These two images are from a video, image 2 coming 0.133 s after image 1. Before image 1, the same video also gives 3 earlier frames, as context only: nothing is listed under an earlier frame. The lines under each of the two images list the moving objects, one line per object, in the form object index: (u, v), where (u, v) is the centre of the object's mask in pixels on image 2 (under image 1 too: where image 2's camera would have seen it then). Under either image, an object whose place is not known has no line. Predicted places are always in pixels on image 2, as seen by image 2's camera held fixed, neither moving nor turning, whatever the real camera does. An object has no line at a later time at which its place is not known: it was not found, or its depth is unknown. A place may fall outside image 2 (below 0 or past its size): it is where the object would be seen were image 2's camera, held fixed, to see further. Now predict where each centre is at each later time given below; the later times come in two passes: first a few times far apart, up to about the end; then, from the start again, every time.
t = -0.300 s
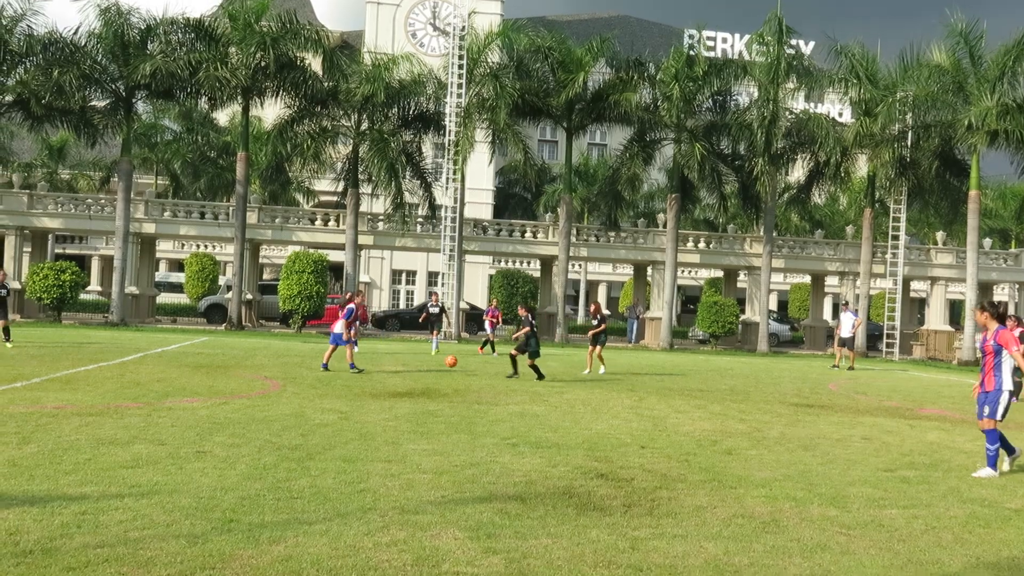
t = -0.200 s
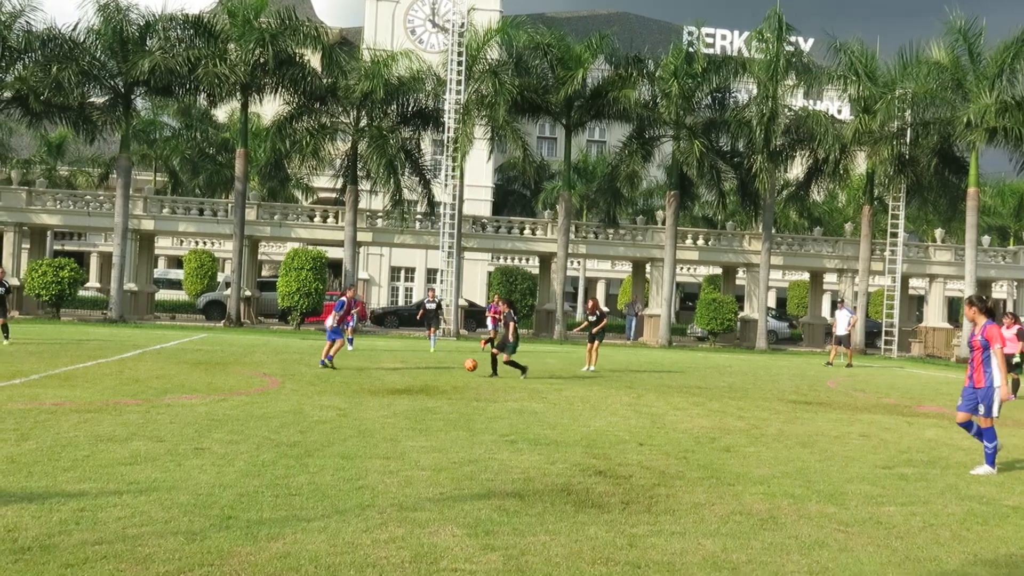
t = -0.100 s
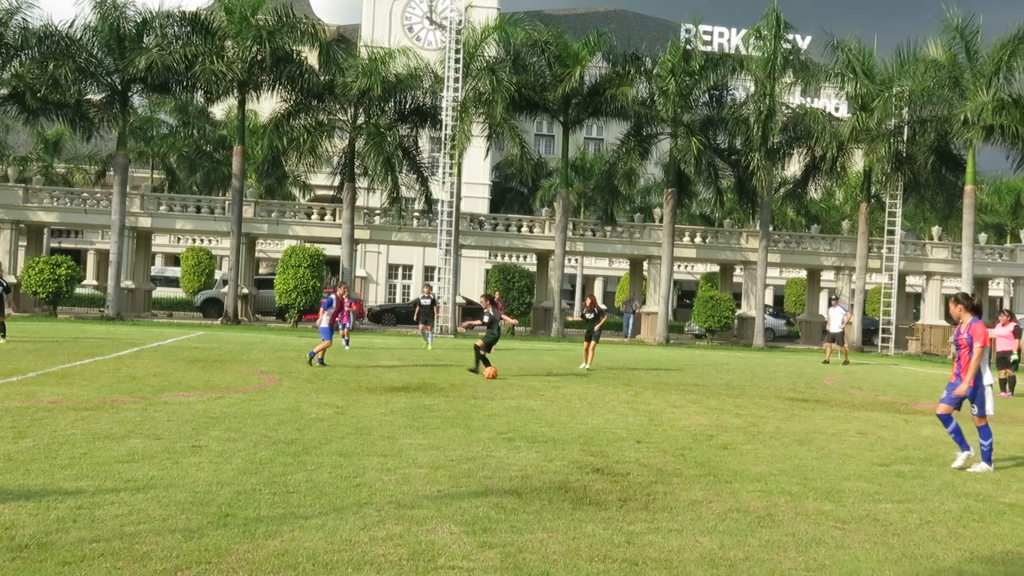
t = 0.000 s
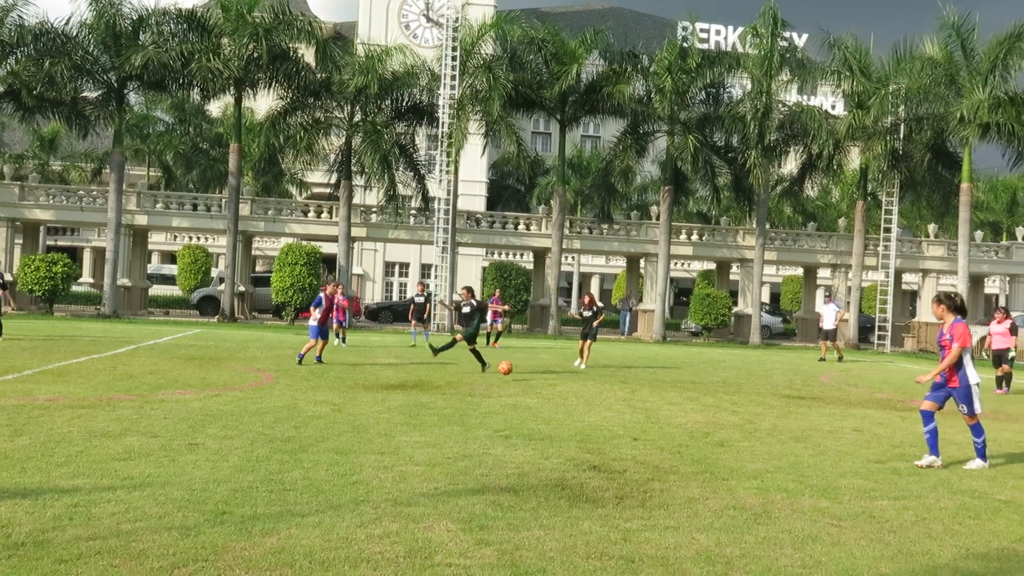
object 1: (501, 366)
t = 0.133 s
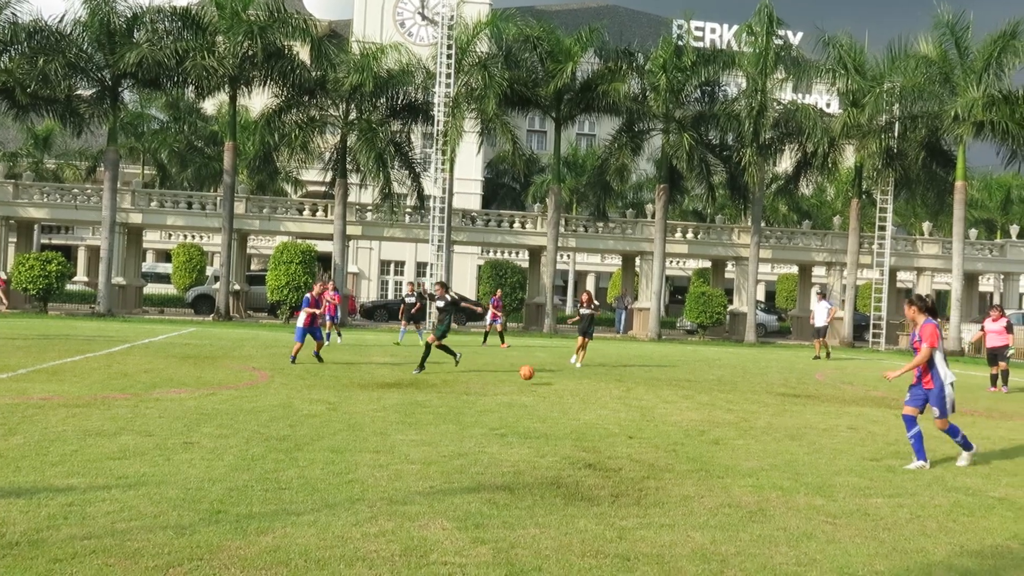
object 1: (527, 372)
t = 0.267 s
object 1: (554, 380)
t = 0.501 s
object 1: (605, 391)
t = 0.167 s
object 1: (534, 376)
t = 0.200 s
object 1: (540, 381)
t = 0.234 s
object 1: (548, 381)
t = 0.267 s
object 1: (554, 380)
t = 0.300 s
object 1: (561, 379)
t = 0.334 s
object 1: (568, 379)
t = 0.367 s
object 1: (576, 379)
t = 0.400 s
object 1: (583, 381)
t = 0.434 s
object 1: (590, 383)
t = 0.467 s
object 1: (598, 387)
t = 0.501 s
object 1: (605, 391)
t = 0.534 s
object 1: (613, 396)
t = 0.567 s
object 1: (621, 397)
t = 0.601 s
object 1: (630, 397)
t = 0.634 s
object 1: (638, 396)
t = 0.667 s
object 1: (647, 397)
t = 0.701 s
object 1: (656, 399)
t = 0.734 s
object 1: (665, 402)
